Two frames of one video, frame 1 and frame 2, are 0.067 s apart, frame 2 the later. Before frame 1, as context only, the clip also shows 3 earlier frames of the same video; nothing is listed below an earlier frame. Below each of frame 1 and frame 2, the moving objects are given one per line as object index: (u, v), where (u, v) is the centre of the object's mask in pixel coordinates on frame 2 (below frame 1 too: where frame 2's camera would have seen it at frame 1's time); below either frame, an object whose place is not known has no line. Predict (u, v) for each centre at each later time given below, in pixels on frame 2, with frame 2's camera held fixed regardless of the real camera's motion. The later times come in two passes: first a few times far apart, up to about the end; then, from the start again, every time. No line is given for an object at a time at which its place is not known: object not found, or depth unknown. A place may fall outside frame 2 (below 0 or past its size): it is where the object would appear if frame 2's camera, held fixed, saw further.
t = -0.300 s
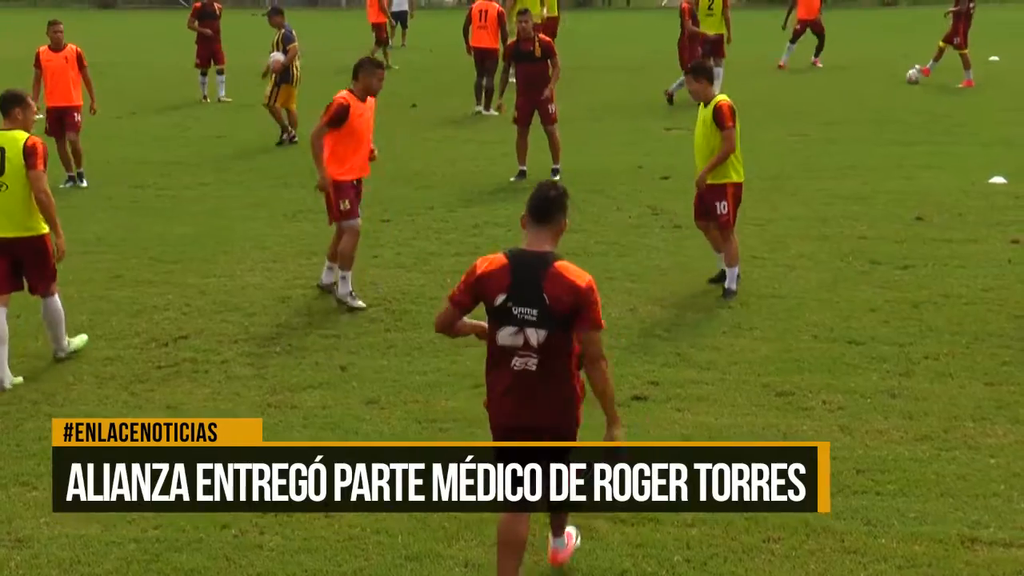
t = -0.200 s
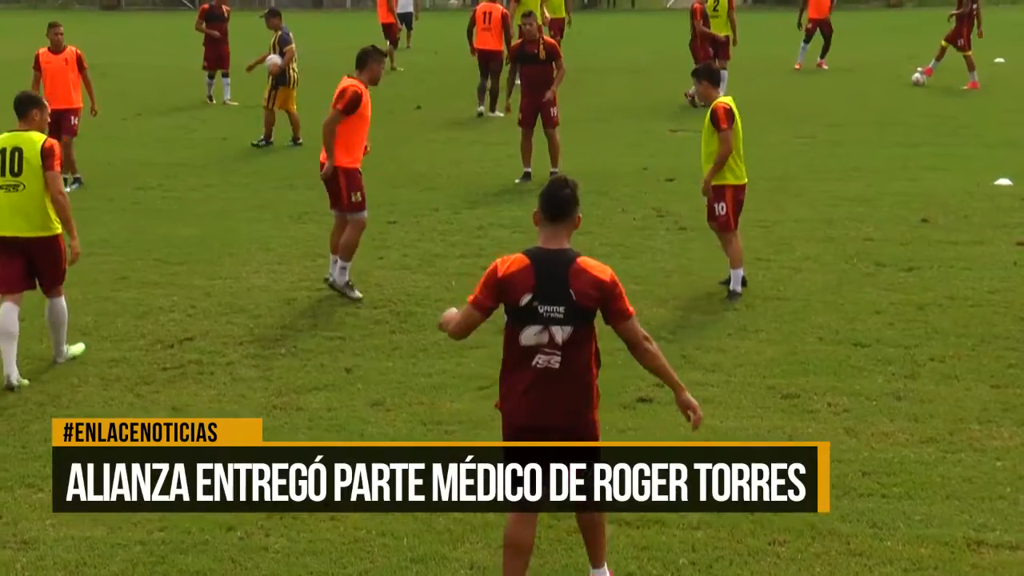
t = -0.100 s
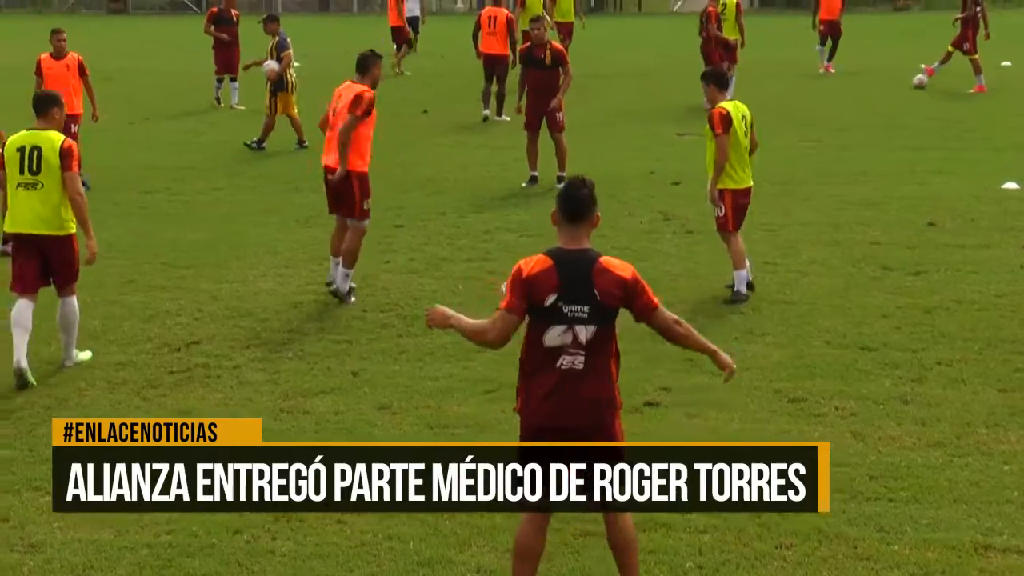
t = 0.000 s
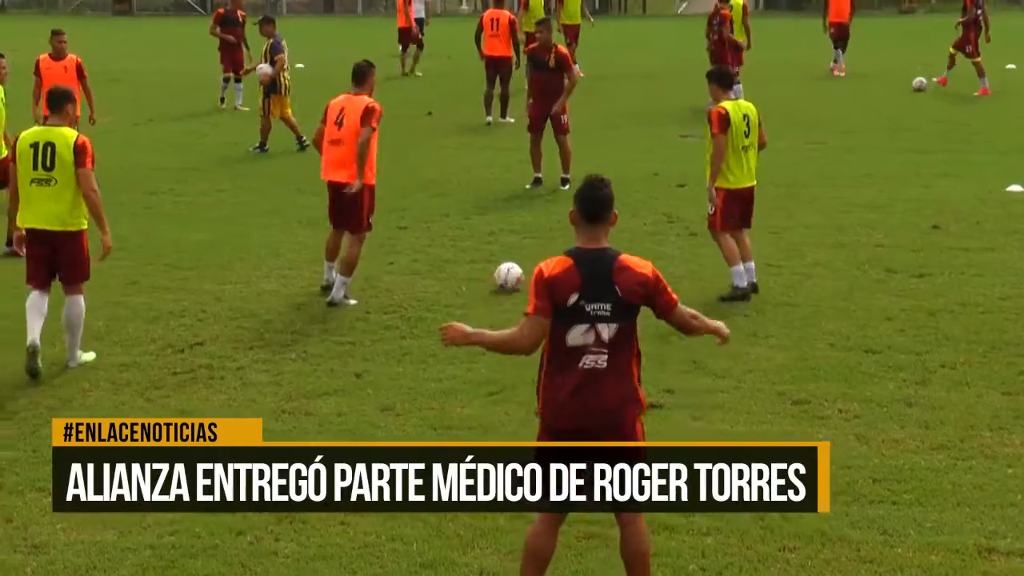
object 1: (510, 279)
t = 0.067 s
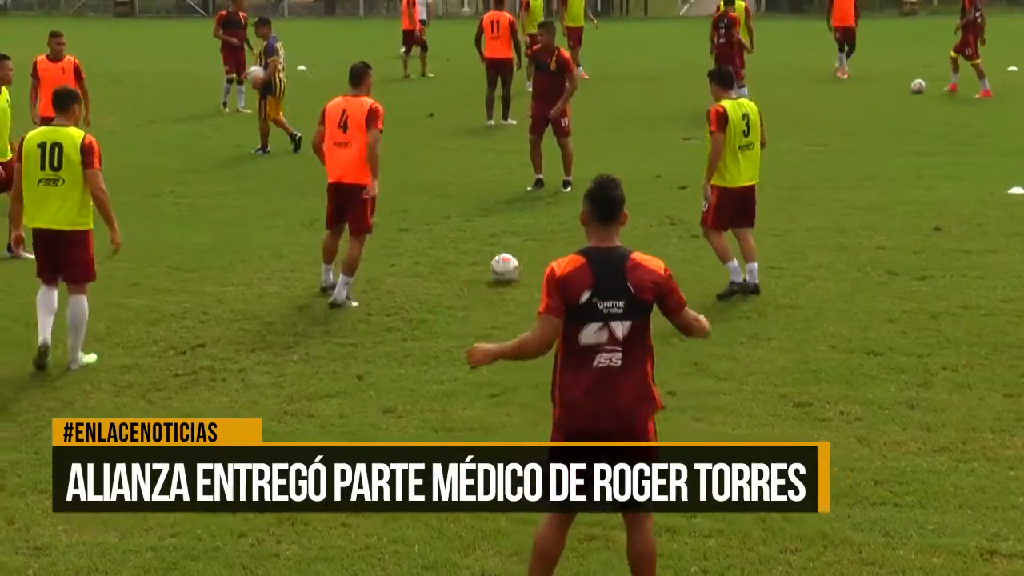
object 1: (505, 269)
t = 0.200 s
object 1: (495, 252)
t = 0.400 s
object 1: (483, 231)
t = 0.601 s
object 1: (473, 214)
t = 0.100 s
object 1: (502, 264)
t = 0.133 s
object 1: (499, 260)
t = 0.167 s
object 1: (497, 256)
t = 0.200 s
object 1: (495, 252)
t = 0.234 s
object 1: (493, 247)
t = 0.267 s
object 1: (491, 244)
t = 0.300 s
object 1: (489, 240)
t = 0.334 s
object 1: (487, 236)
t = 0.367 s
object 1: (485, 234)
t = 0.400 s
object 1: (483, 231)
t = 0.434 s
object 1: (482, 227)
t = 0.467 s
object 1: (480, 223)
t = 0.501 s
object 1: (478, 220)
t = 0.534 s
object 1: (477, 217)
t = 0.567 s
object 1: (475, 216)
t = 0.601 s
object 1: (473, 214)
